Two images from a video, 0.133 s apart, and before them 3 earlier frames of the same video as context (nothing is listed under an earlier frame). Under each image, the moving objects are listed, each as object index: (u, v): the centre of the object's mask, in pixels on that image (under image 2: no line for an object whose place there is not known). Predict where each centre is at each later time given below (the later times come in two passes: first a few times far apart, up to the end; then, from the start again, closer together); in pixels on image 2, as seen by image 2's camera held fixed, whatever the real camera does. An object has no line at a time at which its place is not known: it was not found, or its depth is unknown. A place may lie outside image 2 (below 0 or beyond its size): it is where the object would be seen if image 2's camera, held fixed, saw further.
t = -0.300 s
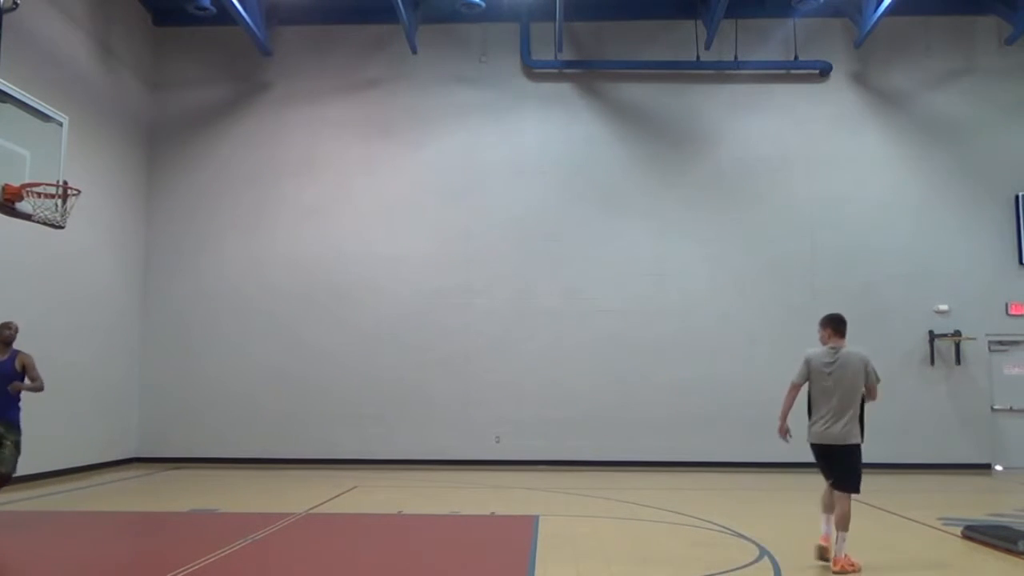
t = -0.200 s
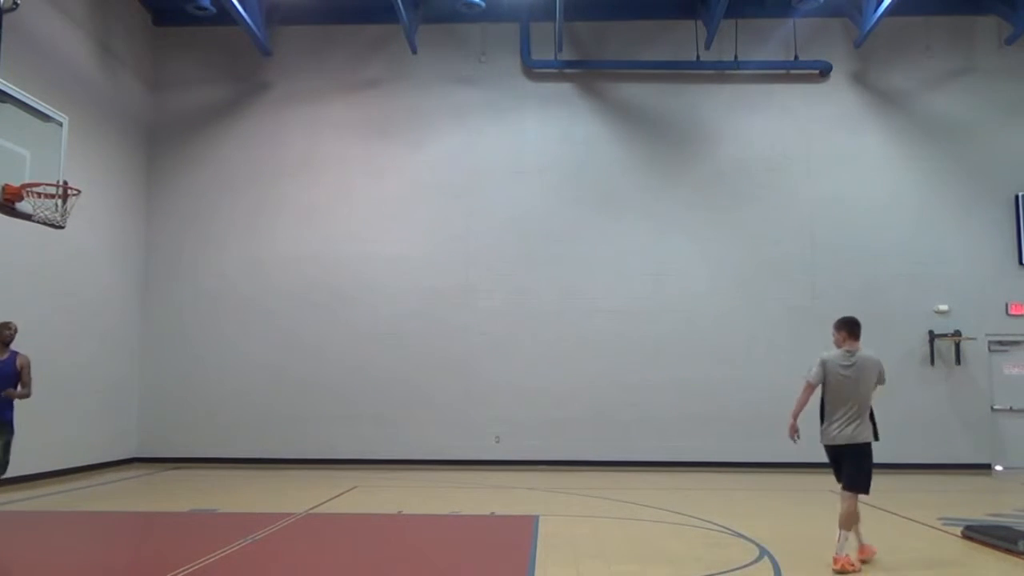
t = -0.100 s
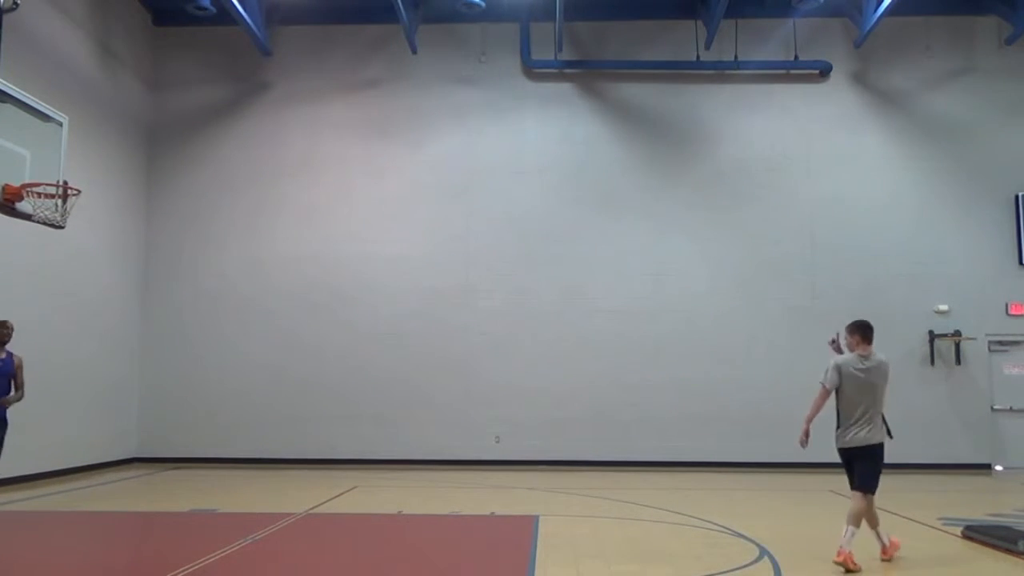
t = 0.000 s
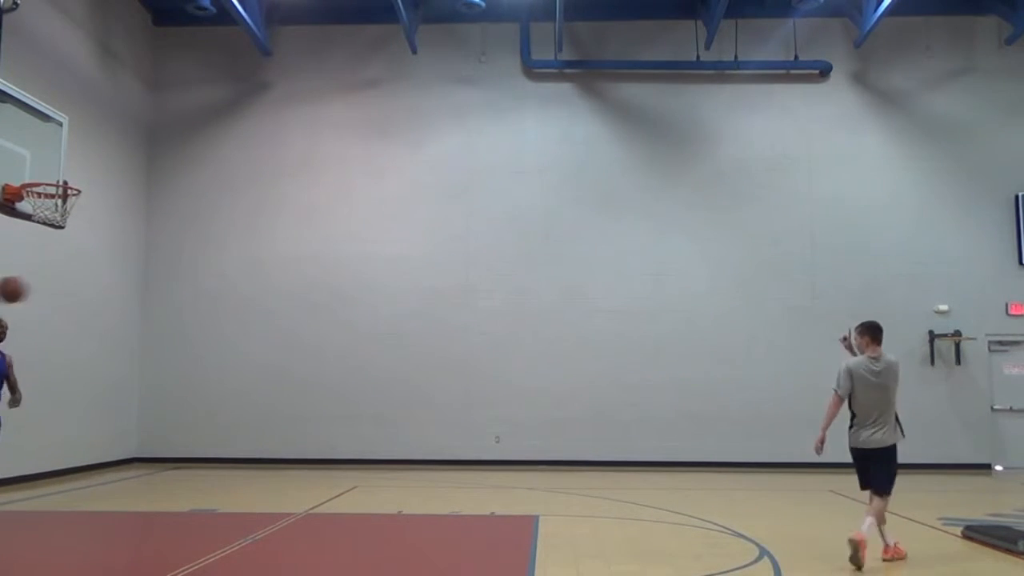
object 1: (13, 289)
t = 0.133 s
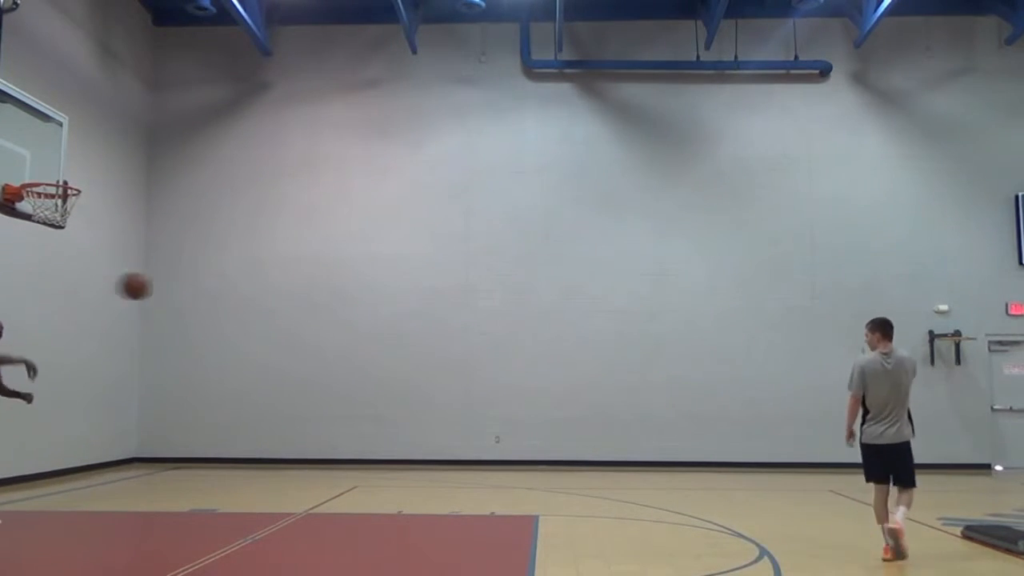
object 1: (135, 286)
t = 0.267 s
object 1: (256, 302)
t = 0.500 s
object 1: (463, 377)
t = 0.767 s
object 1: (691, 519)
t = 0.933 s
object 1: (759, 441)
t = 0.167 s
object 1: (165, 288)
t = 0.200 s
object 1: (196, 292)
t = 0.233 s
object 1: (226, 296)
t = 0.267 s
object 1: (256, 302)
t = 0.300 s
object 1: (286, 309)
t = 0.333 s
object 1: (316, 317)
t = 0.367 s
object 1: (345, 327)
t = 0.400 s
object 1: (375, 338)
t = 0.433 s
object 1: (405, 349)
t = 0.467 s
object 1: (435, 363)
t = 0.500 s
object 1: (463, 377)
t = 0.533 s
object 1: (492, 393)
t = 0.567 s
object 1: (521, 410)
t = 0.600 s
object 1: (551, 428)
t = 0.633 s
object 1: (579, 447)
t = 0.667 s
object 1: (610, 468)
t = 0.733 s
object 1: (668, 514)
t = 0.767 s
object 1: (691, 519)
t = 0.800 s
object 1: (705, 501)
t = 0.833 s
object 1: (718, 485)
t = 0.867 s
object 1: (732, 469)
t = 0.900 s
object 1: (746, 454)
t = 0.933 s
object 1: (759, 441)
